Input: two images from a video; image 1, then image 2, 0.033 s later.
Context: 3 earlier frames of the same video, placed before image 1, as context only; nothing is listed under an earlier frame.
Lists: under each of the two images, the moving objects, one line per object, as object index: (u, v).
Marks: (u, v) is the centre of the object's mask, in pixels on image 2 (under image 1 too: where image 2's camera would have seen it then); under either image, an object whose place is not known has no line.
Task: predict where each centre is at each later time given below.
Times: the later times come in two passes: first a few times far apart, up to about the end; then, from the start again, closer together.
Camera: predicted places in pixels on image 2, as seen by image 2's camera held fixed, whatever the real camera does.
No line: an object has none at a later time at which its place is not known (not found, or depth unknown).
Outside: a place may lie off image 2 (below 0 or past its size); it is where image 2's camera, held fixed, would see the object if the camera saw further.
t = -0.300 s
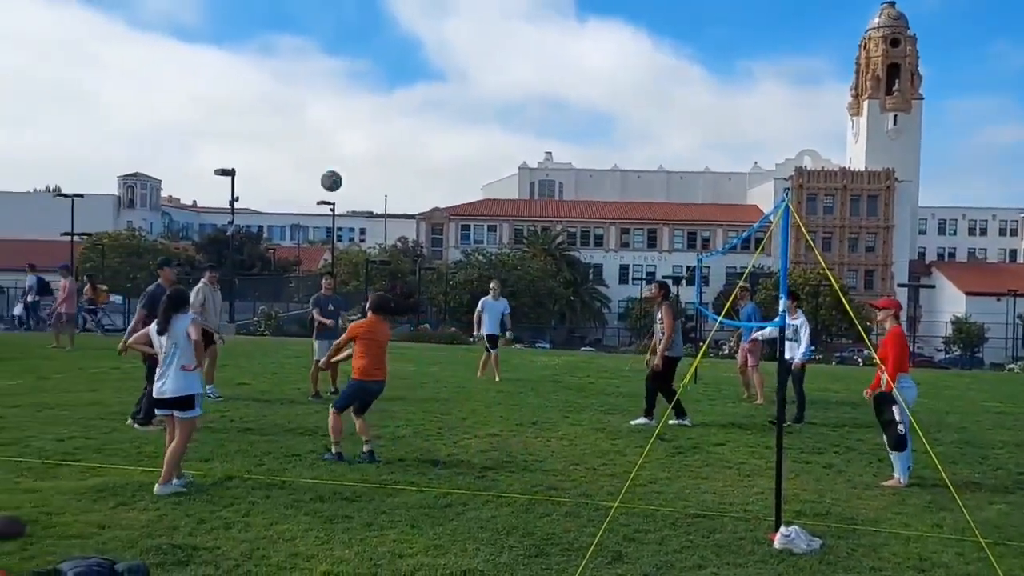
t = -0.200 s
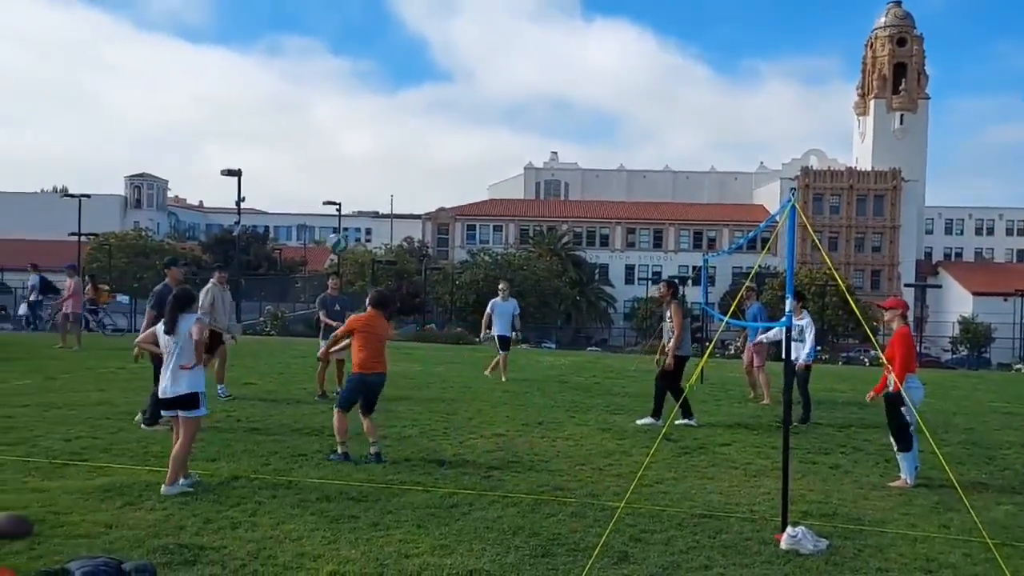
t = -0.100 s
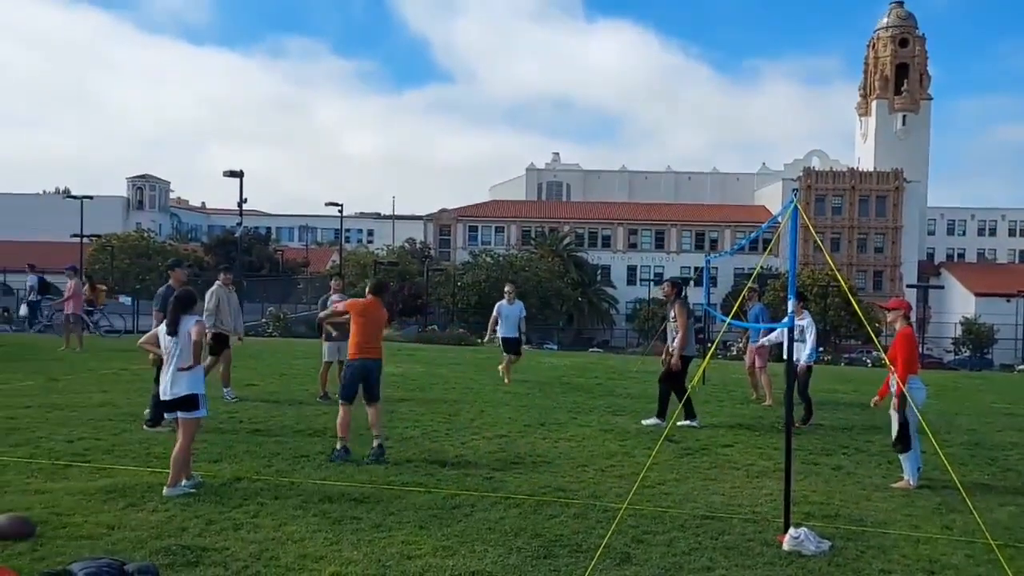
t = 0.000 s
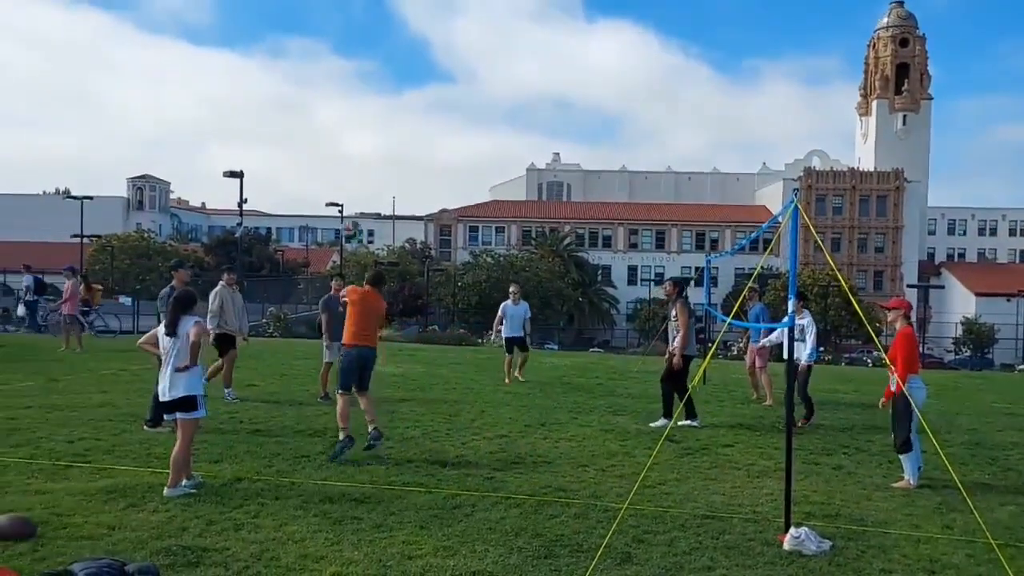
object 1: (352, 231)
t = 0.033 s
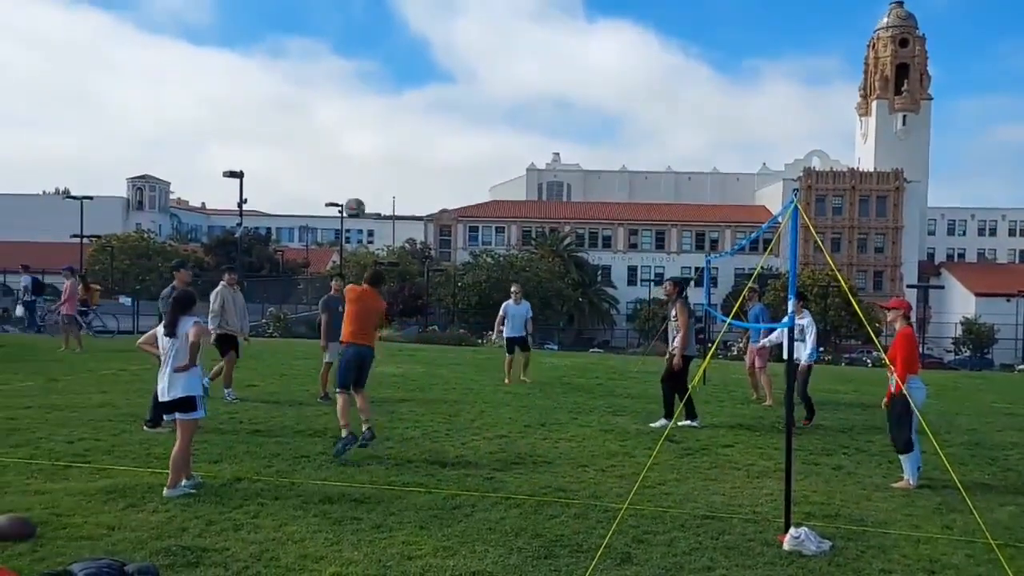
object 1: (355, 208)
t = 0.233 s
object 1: (379, 100)
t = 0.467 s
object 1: (398, 52)
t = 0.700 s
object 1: (415, 54)
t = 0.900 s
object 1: (427, 87)
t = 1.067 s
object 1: (436, 134)
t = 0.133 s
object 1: (369, 138)
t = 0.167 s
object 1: (372, 124)
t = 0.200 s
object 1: (375, 111)
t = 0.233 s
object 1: (379, 100)
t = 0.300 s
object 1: (385, 81)
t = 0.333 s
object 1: (388, 73)
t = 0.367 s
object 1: (390, 66)
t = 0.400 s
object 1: (393, 61)
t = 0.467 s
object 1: (398, 52)
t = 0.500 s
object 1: (401, 50)
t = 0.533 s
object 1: (403, 49)
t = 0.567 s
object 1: (406, 48)
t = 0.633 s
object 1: (411, 49)
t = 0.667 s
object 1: (413, 52)
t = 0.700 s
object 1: (415, 54)
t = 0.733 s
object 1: (417, 58)
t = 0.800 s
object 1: (421, 67)
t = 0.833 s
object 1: (424, 73)
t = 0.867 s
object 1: (425, 80)
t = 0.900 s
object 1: (427, 87)
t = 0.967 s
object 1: (431, 104)
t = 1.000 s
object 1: (433, 113)
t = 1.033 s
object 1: (435, 123)
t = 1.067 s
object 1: (436, 134)
